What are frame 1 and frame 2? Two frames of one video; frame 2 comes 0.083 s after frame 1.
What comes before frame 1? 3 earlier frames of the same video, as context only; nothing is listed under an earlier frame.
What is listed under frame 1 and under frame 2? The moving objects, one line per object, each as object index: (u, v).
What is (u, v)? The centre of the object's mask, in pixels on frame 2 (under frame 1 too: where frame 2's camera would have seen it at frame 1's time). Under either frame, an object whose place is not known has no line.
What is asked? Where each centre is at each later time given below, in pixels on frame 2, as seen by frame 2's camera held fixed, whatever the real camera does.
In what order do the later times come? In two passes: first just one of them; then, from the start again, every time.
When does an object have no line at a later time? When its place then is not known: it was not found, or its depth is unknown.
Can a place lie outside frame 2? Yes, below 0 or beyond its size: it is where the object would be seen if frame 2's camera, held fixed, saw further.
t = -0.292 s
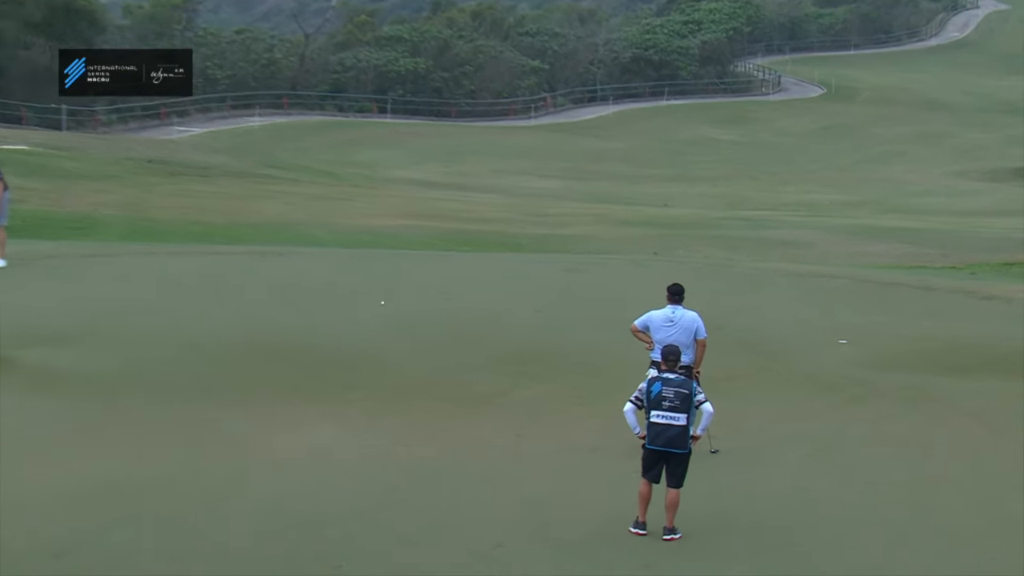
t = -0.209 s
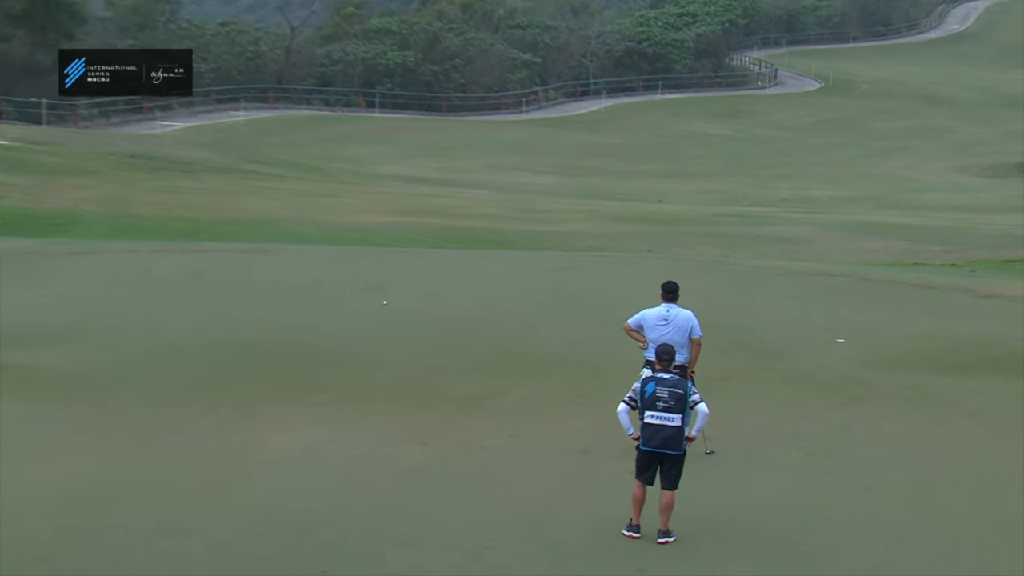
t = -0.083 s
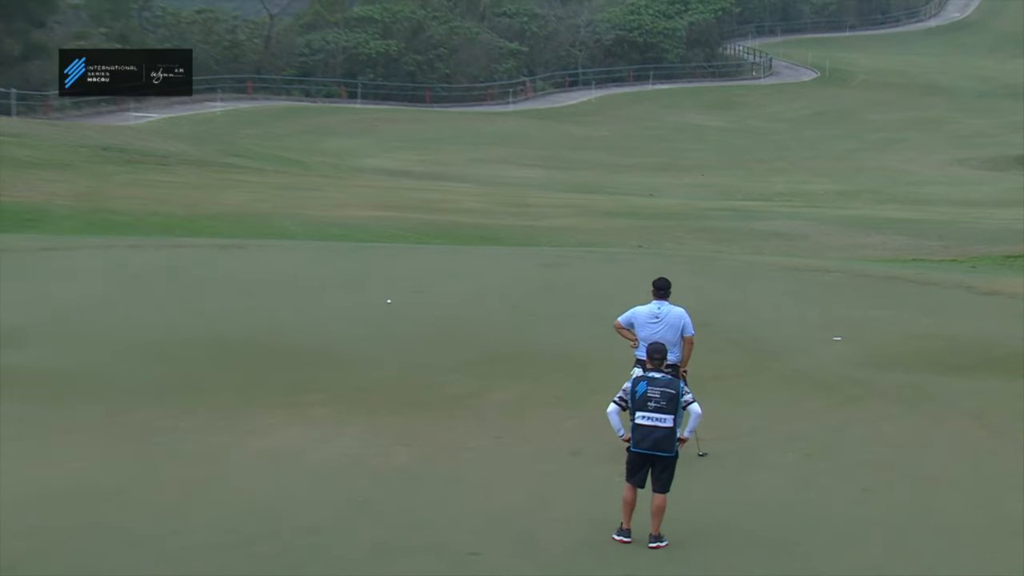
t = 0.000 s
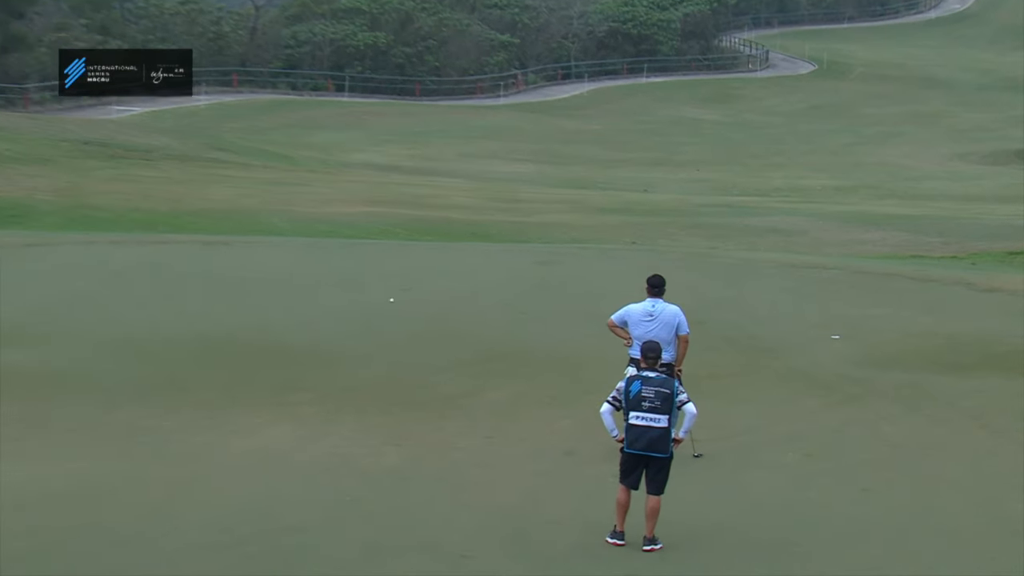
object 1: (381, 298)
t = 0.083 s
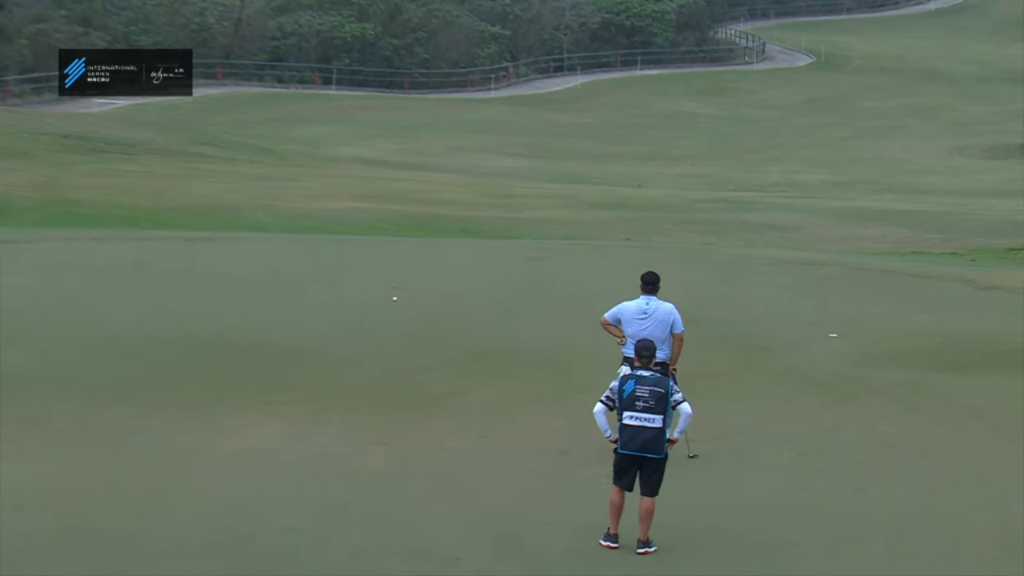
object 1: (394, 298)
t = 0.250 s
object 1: (419, 301)
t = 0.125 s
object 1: (400, 299)
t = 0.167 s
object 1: (407, 300)
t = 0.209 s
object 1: (413, 300)
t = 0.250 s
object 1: (419, 301)
